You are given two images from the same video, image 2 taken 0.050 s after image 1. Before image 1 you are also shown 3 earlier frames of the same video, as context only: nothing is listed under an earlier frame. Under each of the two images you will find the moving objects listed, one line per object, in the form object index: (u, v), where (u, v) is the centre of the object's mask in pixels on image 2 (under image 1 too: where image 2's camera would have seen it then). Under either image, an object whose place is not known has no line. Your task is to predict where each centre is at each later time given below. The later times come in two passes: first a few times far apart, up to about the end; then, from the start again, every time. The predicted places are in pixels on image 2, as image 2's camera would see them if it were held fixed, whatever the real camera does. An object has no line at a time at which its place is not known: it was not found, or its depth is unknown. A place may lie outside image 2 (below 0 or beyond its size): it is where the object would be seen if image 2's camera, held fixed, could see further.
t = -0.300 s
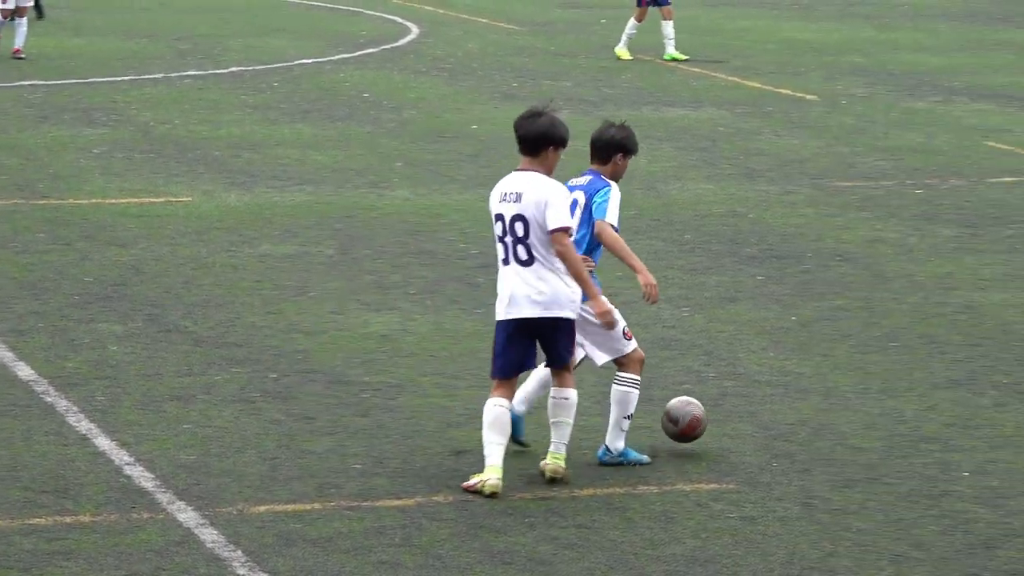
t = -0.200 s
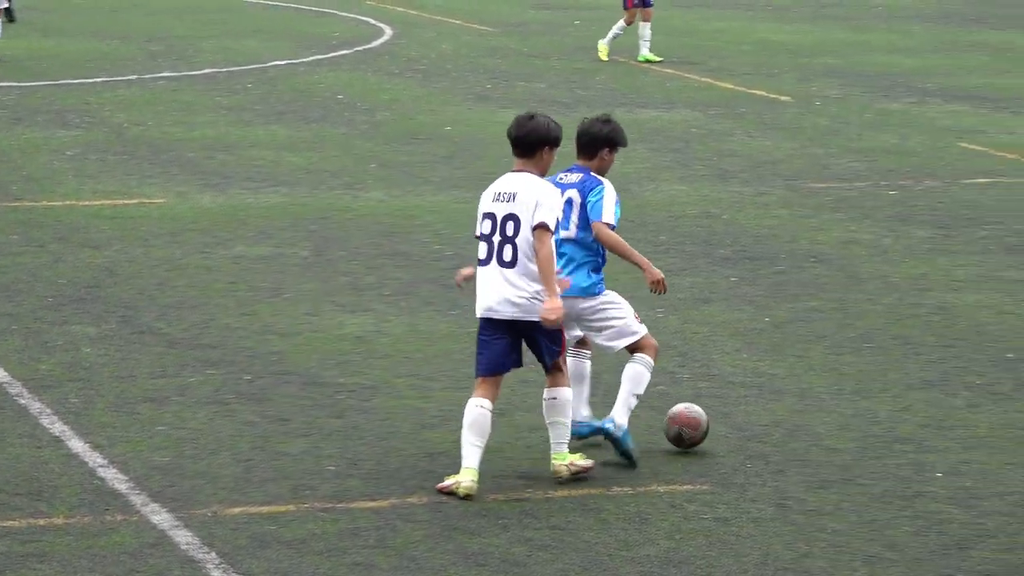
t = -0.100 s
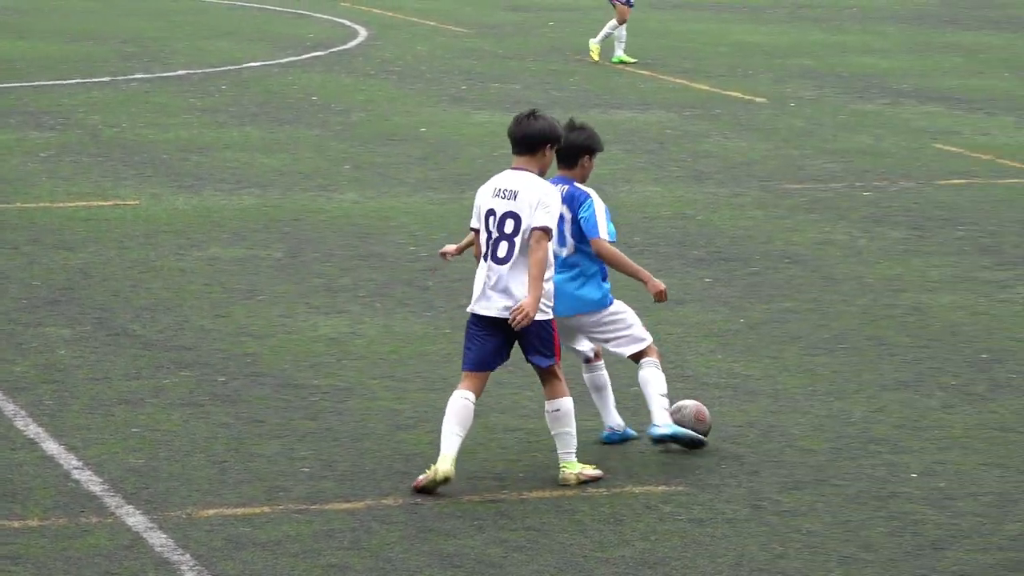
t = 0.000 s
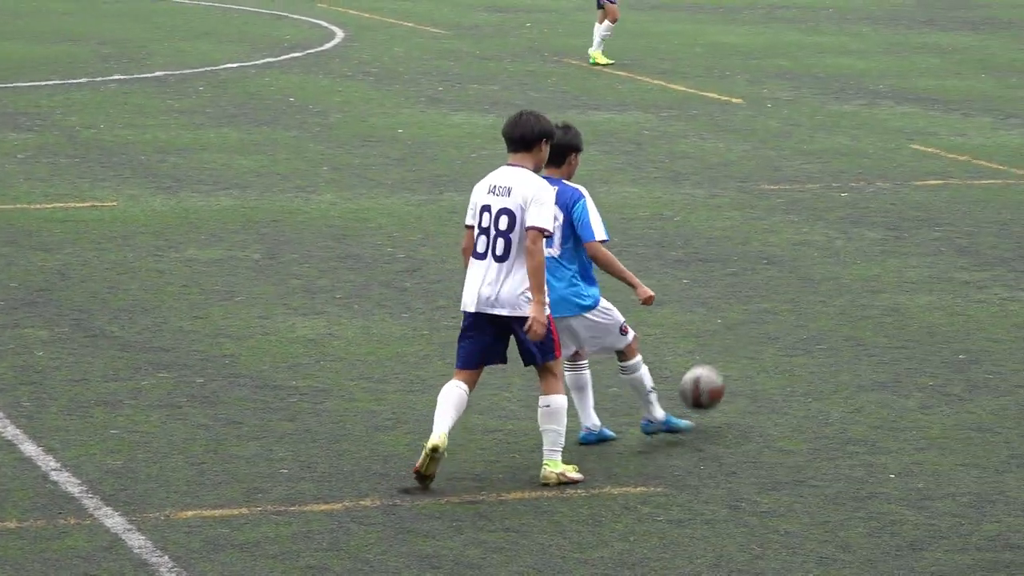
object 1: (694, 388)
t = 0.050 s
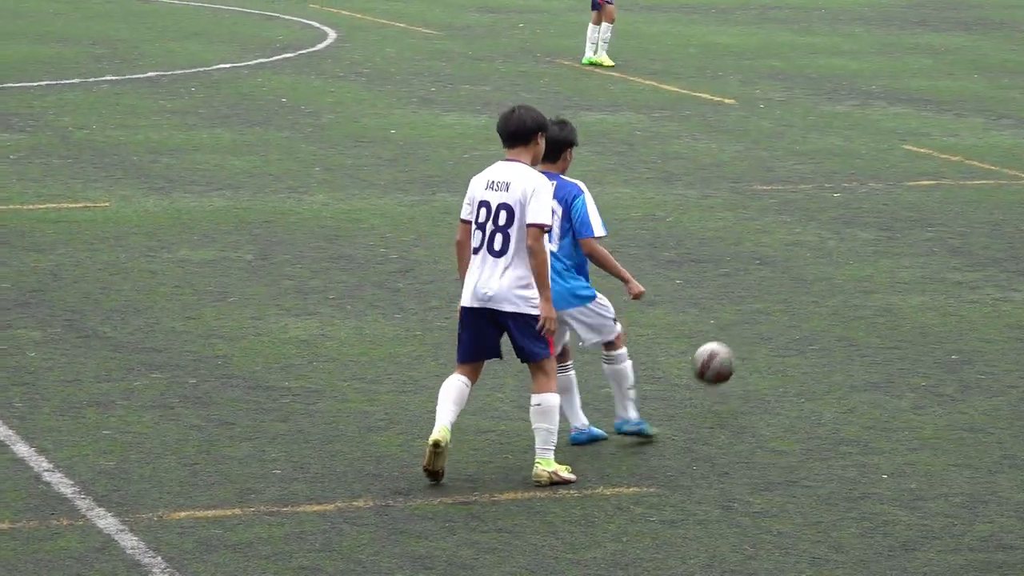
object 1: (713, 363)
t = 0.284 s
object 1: (788, 311)
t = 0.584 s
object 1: (867, 259)
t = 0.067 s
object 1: (719, 356)
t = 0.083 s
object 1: (725, 349)
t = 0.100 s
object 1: (730, 343)
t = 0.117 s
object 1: (736, 338)
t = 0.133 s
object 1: (741, 333)
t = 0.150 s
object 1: (746, 329)
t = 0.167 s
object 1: (751, 325)
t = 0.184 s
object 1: (757, 322)
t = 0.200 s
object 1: (762, 319)
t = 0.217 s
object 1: (767, 316)
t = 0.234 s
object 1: (772, 315)
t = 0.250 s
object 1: (777, 313)
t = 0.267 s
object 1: (782, 312)
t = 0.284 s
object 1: (788, 311)
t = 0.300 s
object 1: (792, 311)
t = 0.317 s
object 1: (798, 312)
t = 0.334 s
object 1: (803, 311)
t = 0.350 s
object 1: (807, 303)
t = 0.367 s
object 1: (812, 296)
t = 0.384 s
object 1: (817, 291)
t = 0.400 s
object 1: (821, 285)
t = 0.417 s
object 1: (825, 280)
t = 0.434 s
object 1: (830, 276)
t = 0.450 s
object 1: (834, 272)
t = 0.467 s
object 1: (838, 269)
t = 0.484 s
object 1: (842, 266)
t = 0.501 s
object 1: (846, 264)
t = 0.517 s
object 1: (851, 262)
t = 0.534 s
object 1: (855, 260)
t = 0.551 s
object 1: (859, 260)
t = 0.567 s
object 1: (863, 259)
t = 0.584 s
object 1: (867, 259)
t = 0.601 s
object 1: (870, 260)
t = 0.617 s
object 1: (874, 261)
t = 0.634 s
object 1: (878, 263)
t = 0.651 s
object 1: (883, 260)
